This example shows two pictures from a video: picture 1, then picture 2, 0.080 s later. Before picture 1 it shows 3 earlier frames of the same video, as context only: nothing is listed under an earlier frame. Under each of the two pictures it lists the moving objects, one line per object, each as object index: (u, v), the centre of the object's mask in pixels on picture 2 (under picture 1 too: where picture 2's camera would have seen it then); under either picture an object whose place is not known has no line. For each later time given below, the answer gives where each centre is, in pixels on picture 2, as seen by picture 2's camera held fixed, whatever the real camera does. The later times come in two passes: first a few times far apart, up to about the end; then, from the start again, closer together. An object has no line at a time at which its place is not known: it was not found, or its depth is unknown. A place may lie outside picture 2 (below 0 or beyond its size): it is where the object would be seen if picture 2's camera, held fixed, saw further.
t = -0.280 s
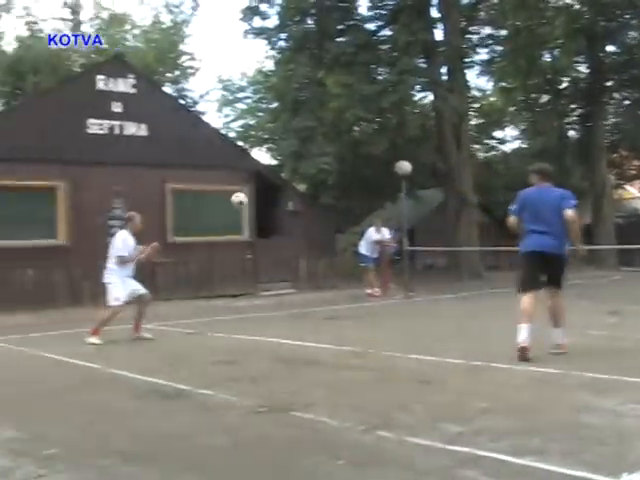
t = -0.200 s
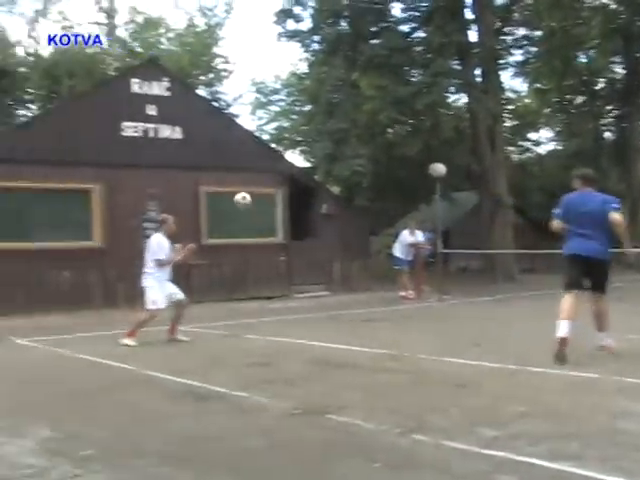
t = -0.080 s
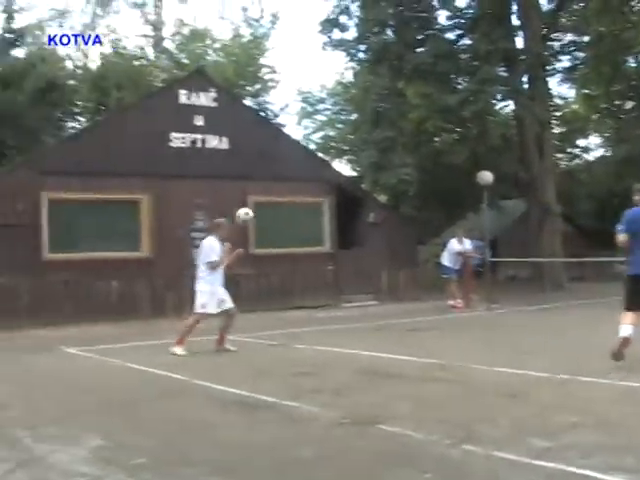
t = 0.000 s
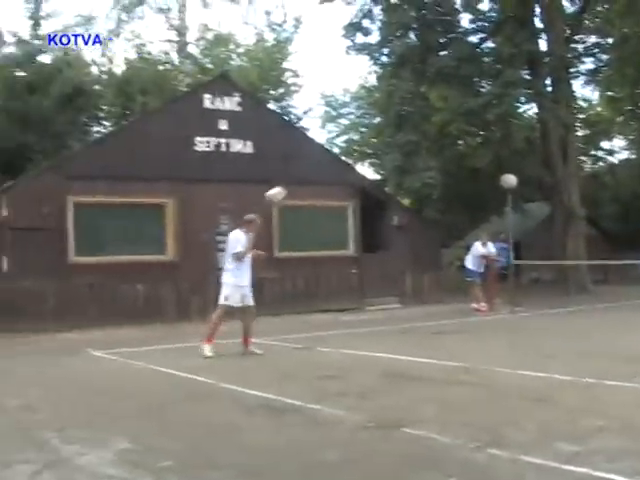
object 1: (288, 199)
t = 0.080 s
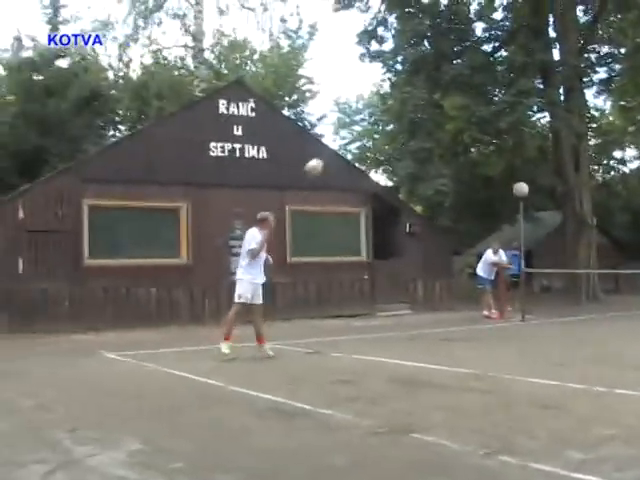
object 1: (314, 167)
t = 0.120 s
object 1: (326, 152)
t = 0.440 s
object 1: (418, 77)
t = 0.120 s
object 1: (326, 152)
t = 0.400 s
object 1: (407, 83)
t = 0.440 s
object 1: (418, 77)
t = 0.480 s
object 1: (429, 74)
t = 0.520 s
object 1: (441, 70)
